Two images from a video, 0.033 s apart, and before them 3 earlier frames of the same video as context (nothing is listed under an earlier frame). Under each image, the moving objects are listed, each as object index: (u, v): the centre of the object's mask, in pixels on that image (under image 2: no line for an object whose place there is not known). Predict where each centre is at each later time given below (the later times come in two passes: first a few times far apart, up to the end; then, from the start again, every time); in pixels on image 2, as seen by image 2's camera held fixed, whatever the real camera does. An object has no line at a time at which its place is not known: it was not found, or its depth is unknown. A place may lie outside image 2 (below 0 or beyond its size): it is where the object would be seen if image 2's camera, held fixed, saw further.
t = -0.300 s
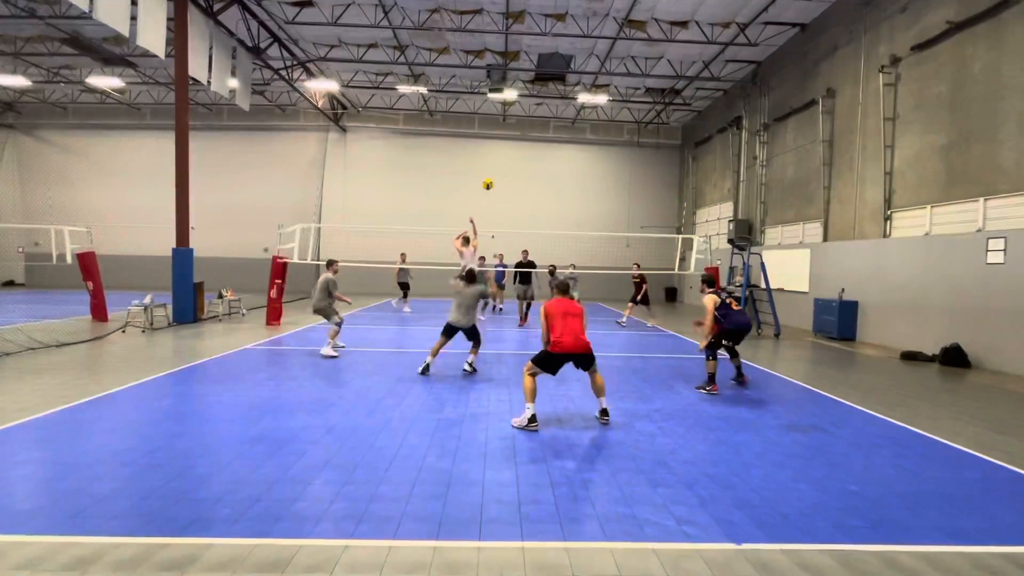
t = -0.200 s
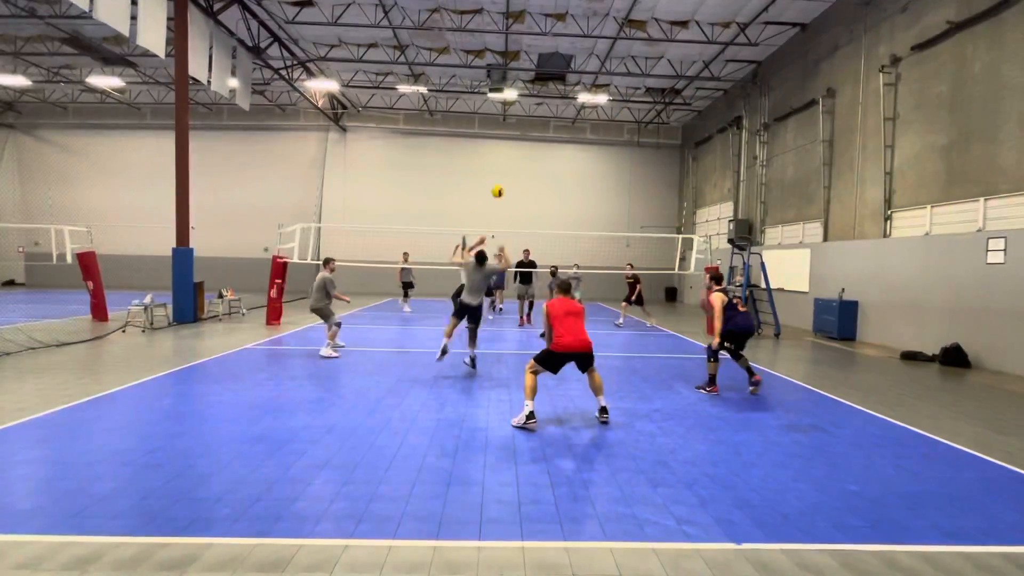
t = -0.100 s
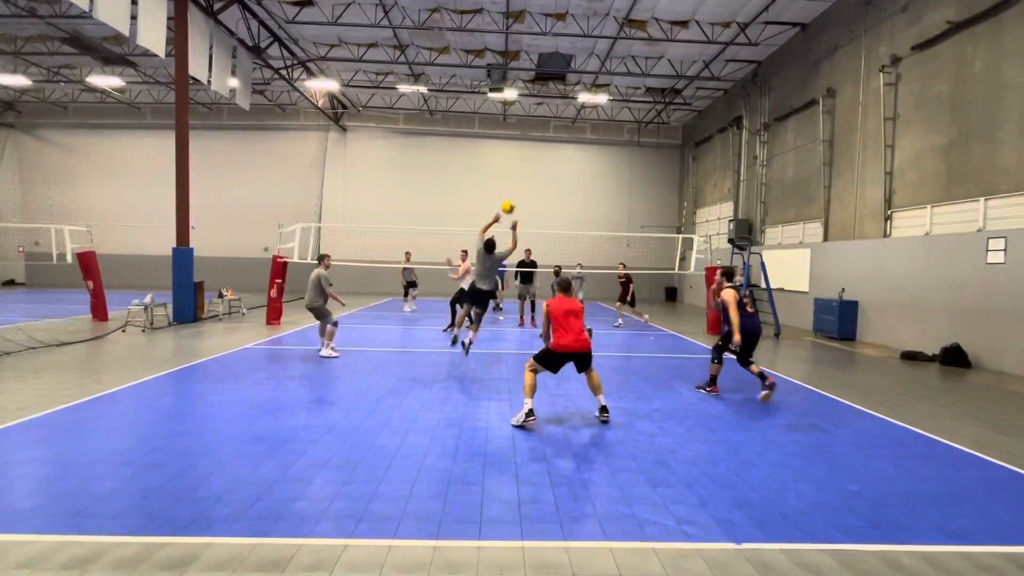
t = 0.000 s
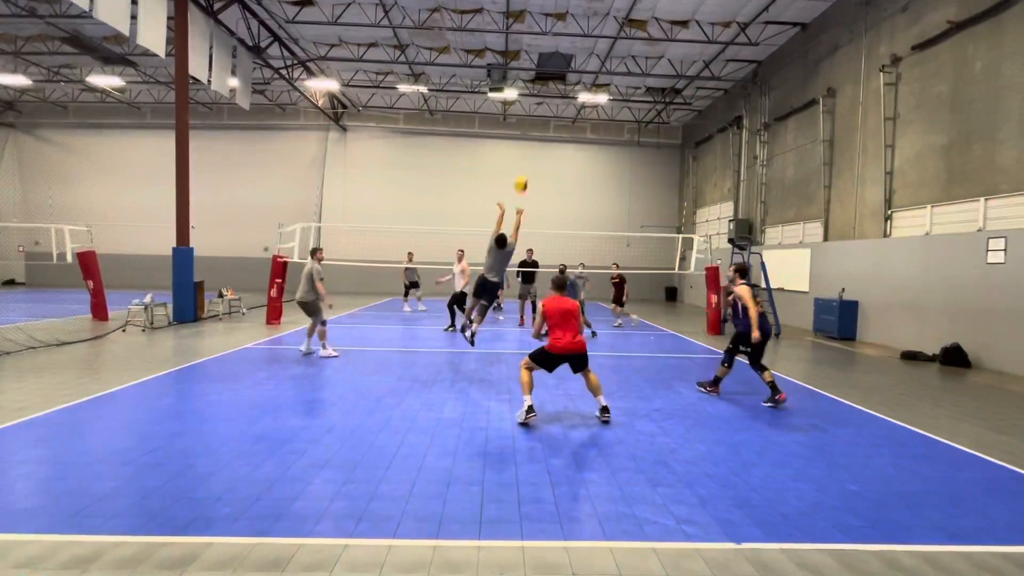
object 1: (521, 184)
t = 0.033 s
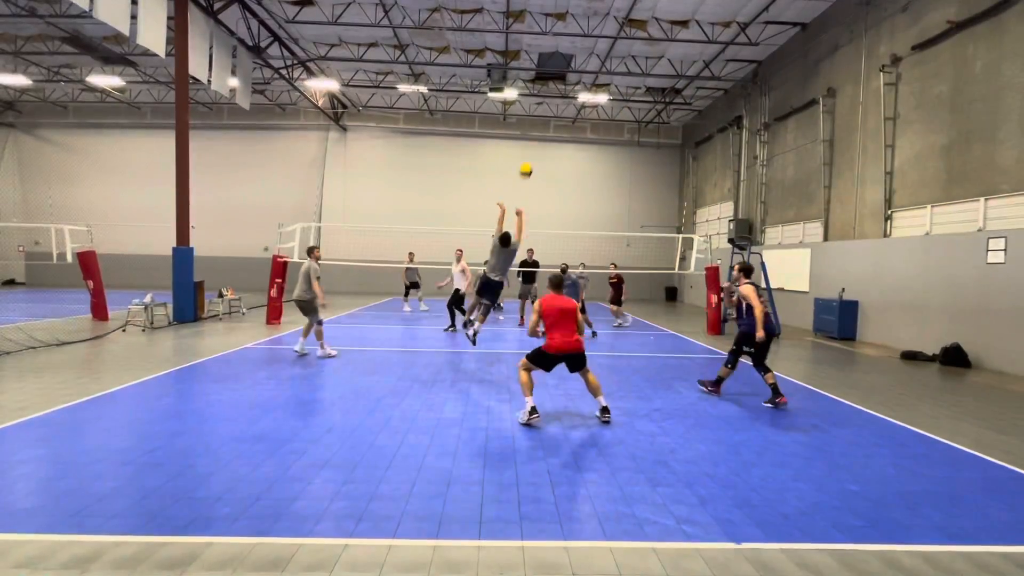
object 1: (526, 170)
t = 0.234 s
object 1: (550, 110)
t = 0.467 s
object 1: (574, 78)
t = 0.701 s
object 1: (593, 77)
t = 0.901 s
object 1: (607, 101)
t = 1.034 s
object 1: (614, 124)
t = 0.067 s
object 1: (531, 159)
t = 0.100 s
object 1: (534, 146)
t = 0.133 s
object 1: (539, 136)
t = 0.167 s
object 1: (543, 125)
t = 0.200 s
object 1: (547, 117)
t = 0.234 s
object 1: (550, 110)
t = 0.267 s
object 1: (554, 101)
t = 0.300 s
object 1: (557, 96)
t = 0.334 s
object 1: (561, 91)
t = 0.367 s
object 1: (564, 87)
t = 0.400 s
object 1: (568, 82)
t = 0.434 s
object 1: (571, 79)
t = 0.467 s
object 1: (574, 78)
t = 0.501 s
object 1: (577, 74)
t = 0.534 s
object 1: (580, 74)
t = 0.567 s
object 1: (582, 73)
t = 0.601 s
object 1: (585, 73)
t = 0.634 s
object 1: (588, 74)
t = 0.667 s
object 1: (590, 75)
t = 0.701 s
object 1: (593, 77)
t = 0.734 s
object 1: (596, 80)
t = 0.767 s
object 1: (598, 83)
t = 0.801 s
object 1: (599, 84)
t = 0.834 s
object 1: (602, 90)
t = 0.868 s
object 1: (604, 96)
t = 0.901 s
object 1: (607, 101)
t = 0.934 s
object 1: (609, 105)
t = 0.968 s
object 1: (610, 111)
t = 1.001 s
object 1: (612, 118)
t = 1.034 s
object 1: (614, 124)
